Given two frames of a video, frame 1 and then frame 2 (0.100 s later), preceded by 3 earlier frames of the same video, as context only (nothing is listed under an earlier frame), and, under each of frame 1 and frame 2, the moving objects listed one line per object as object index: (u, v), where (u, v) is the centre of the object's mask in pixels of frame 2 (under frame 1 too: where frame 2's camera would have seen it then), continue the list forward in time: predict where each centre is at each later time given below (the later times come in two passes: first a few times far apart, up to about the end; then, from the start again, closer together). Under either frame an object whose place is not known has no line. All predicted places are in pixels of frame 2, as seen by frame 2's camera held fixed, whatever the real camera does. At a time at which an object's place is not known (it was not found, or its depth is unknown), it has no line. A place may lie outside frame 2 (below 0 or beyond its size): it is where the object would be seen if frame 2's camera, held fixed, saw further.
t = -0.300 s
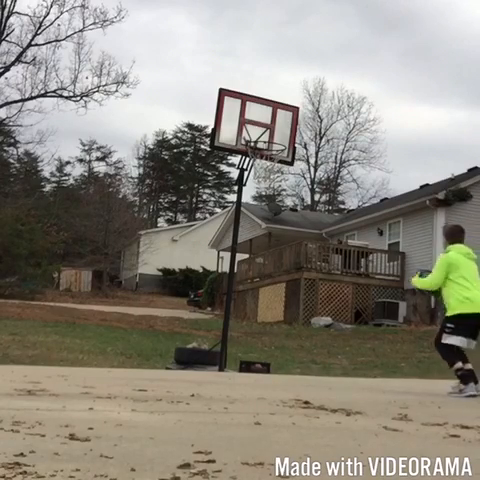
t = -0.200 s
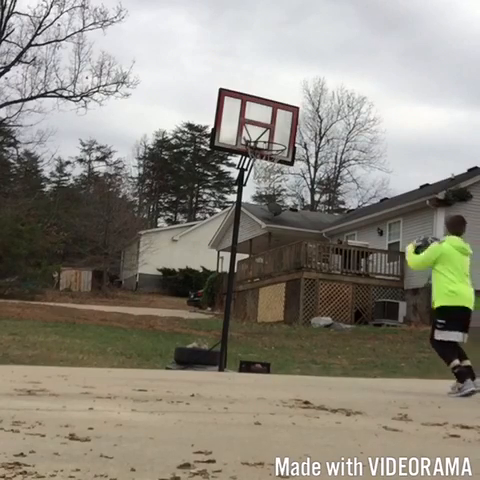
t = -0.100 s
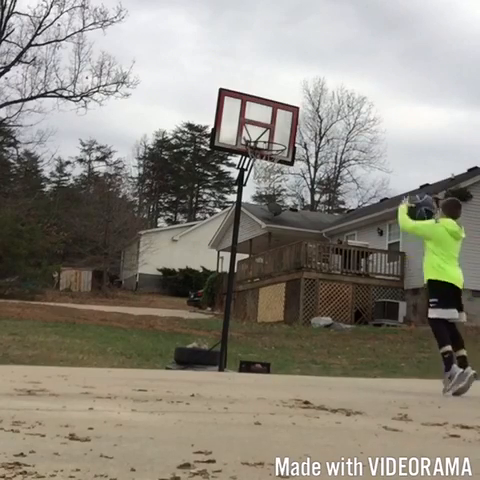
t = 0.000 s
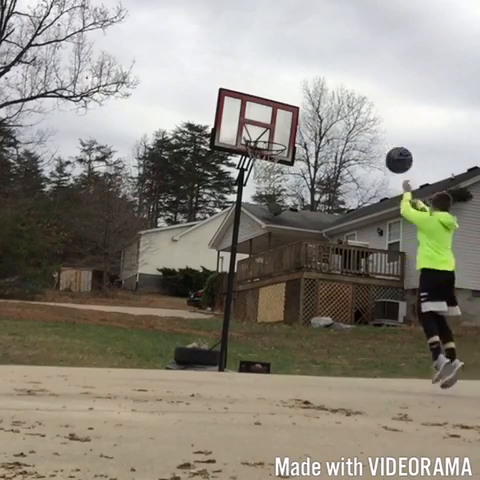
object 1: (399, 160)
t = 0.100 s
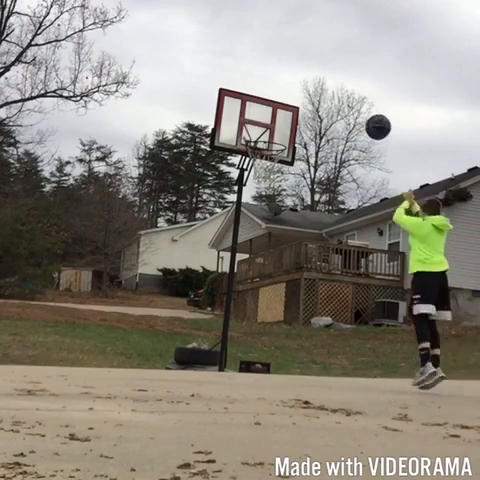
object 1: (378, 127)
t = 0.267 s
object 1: (347, 99)
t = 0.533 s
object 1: (306, 111)
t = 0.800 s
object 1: (308, 148)
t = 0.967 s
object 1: (344, 179)
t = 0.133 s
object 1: (371, 119)
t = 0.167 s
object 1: (365, 112)
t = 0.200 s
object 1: (359, 106)
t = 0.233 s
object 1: (353, 102)
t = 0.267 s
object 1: (347, 99)
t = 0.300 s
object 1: (342, 98)
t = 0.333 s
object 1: (336, 96)
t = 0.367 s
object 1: (331, 97)
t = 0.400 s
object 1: (326, 98)
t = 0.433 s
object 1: (321, 100)
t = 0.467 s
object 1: (316, 102)
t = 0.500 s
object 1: (311, 106)
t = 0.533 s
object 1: (306, 111)
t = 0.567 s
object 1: (303, 116)
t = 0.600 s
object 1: (297, 122)
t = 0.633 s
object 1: (292, 129)
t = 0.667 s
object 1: (288, 136)
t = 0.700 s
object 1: (288, 141)
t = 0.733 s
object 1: (295, 143)
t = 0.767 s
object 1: (301, 145)
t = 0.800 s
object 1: (308, 148)
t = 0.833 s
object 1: (315, 153)
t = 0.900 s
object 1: (330, 163)
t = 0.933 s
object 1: (337, 172)
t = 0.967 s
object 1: (344, 179)
